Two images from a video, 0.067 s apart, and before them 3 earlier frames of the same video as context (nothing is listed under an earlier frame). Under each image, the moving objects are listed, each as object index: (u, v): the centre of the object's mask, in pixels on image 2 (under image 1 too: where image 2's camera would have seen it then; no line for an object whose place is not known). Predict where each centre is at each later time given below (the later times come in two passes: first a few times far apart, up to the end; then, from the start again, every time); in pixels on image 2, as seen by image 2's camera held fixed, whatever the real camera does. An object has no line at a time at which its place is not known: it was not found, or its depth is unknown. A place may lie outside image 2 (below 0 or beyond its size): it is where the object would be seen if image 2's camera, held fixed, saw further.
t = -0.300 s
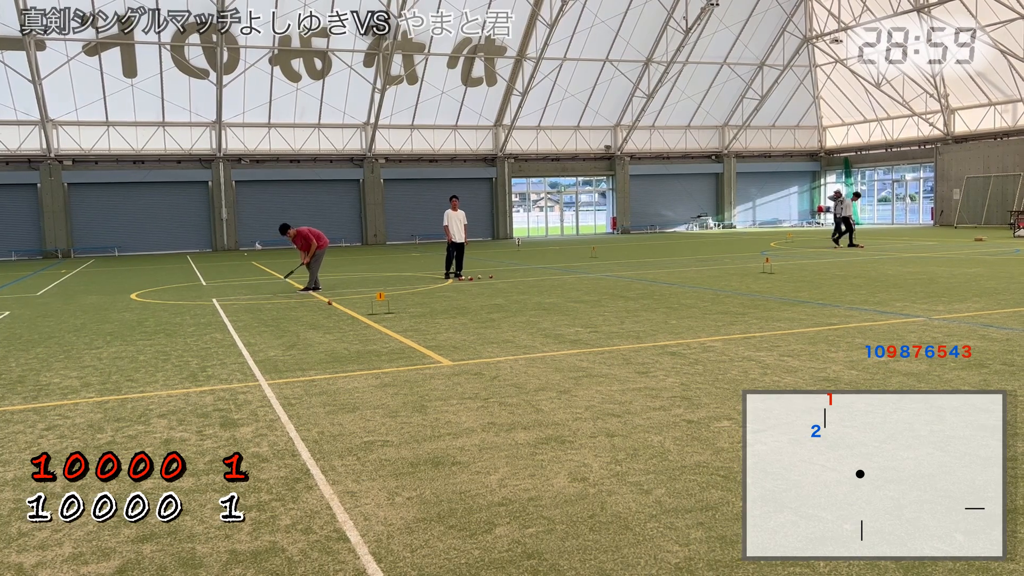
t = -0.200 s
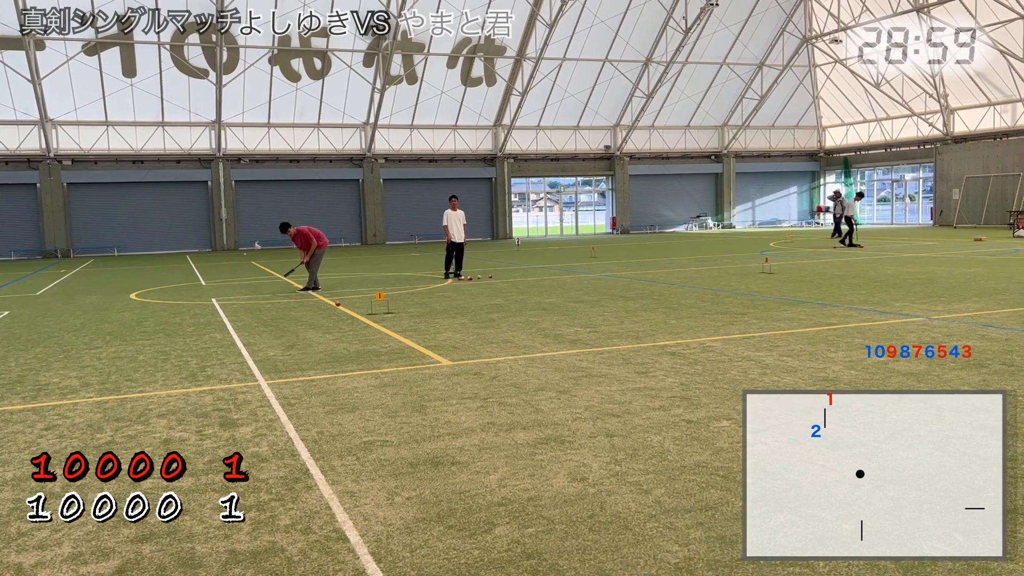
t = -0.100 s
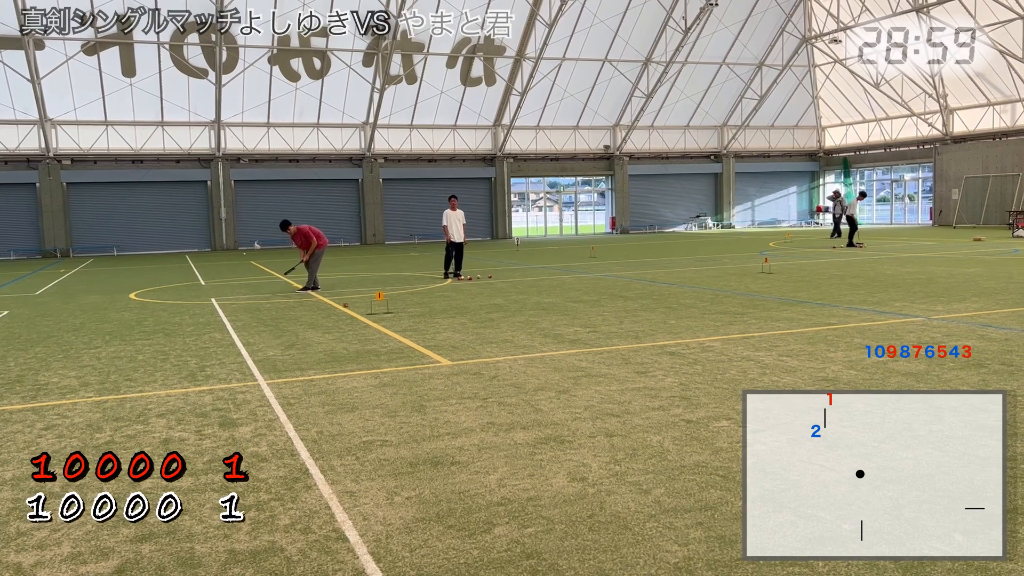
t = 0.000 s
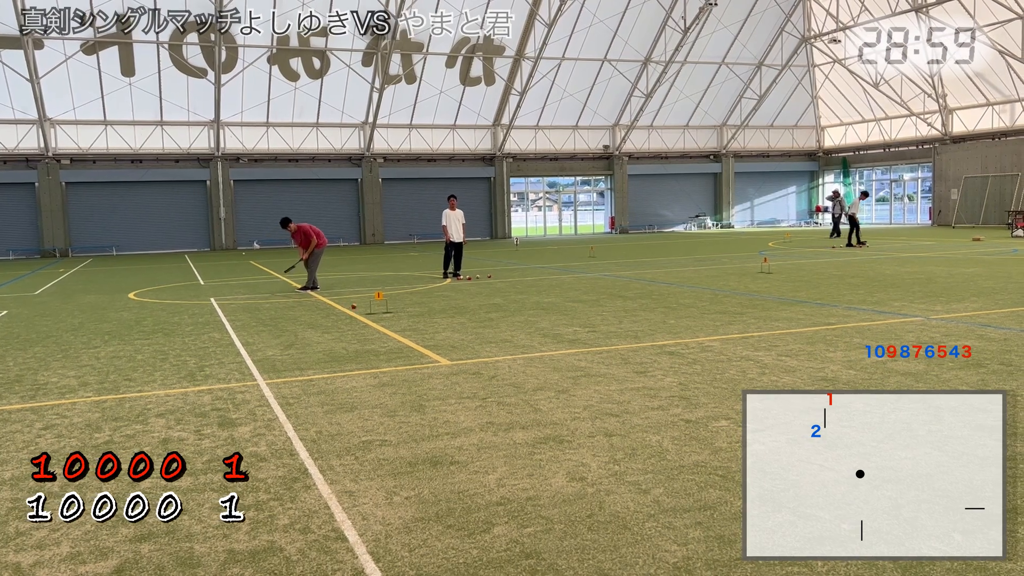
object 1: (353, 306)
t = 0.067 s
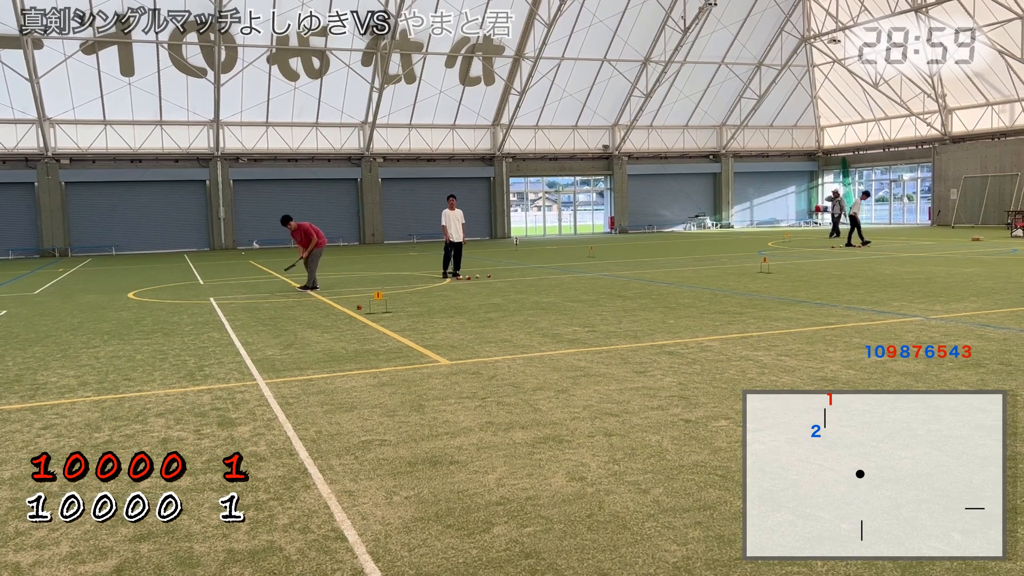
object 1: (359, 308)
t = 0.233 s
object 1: (374, 310)
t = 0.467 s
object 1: (396, 314)
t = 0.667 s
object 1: (416, 317)
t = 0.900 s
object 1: (441, 321)
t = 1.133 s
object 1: (467, 324)
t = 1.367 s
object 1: (494, 329)
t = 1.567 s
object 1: (516, 333)
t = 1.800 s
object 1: (543, 337)
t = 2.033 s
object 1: (572, 342)
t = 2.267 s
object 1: (601, 346)
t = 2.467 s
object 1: (627, 350)
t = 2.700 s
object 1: (657, 355)
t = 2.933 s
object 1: (688, 360)
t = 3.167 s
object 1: (718, 364)
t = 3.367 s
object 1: (743, 369)
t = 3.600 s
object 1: (773, 373)
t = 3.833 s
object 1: (802, 377)
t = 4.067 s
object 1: (829, 382)
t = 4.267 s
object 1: (852, 386)
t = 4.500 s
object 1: (876, 389)
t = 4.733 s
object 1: (898, 393)
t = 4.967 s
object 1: (917, 396)
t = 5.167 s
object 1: (932, 398)
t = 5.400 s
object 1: (947, 400)
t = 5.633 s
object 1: (957, 402)
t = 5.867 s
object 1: (964, 403)
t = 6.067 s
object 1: (966, 404)
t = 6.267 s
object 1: (966, 404)
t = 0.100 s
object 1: (362, 308)
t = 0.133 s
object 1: (365, 308)
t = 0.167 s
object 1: (368, 310)
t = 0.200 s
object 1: (371, 311)
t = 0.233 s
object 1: (374, 310)
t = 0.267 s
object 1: (378, 310)
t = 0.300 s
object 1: (381, 311)
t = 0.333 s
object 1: (384, 311)
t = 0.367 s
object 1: (387, 312)
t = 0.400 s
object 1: (389, 312)
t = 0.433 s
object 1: (392, 313)
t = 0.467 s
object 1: (396, 314)
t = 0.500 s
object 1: (400, 314)
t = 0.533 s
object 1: (403, 314)
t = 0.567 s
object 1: (406, 315)
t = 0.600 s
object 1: (409, 316)
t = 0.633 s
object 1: (413, 316)
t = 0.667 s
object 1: (416, 317)
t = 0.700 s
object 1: (420, 318)
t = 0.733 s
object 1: (423, 318)
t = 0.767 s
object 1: (427, 319)
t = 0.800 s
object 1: (431, 319)
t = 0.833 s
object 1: (434, 320)
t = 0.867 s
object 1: (438, 320)
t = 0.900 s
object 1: (441, 321)
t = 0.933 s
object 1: (445, 321)
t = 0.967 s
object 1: (448, 322)
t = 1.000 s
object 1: (452, 322)
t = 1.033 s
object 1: (456, 323)
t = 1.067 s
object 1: (459, 324)
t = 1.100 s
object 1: (463, 324)
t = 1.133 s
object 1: (467, 324)
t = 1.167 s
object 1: (470, 325)
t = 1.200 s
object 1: (474, 326)
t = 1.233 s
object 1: (478, 326)
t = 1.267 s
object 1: (482, 327)
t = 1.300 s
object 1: (486, 328)
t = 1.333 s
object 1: (490, 328)
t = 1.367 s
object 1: (494, 329)
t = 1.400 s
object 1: (497, 329)
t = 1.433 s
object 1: (501, 330)
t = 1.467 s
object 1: (505, 330)
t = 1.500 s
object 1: (509, 331)
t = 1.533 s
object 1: (513, 332)
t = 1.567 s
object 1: (516, 333)
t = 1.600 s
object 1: (520, 333)
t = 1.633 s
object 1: (524, 334)
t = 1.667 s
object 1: (528, 335)
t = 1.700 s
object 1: (532, 335)
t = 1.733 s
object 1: (536, 336)
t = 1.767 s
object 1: (540, 337)
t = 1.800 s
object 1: (543, 337)
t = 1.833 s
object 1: (548, 338)
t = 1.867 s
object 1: (551, 339)
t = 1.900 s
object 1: (556, 339)
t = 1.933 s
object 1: (559, 339)
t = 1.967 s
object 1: (564, 340)
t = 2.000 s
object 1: (567, 341)
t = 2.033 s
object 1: (572, 342)
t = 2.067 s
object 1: (576, 343)
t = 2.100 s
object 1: (580, 343)
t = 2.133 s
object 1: (584, 343)
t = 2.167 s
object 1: (588, 344)
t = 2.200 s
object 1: (593, 345)
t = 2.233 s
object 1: (597, 345)
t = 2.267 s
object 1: (601, 346)
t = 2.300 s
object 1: (606, 346)
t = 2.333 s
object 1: (610, 347)
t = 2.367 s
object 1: (614, 348)
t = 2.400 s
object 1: (619, 348)
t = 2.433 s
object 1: (622, 349)
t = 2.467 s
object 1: (627, 350)
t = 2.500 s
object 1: (631, 351)
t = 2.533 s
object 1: (636, 351)
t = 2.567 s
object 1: (640, 352)
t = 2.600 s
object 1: (645, 353)
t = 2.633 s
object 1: (649, 354)
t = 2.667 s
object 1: (653, 354)
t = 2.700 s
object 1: (657, 355)
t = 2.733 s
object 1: (662, 356)
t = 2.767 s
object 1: (666, 356)
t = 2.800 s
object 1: (670, 357)
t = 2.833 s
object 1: (675, 358)
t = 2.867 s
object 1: (679, 358)
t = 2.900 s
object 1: (684, 359)
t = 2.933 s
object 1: (688, 360)
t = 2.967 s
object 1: (692, 361)
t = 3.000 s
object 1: (696, 361)
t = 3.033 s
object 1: (701, 362)
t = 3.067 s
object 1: (705, 362)
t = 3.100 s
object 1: (709, 363)
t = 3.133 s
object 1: (714, 363)
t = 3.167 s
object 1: (718, 364)
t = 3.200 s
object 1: (722, 365)
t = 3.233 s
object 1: (727, 366)
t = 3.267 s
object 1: (731, 366)
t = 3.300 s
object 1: (735, 367)
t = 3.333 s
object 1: (739, 367)
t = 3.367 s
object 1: (743, 369)
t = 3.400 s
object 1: (748, 369)
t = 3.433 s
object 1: (752, 370)
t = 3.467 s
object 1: (756, 371)
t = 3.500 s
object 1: (760, 371)
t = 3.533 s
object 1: (764, 372)
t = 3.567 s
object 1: (768, 372)
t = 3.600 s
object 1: (773, 373)
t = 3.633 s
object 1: (777, 374)
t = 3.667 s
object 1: (781, 375)
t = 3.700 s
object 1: (785, 375)
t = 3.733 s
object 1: (789, 375)
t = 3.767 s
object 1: (793, 376)
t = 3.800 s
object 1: (797, 377)
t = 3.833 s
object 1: (802, 377)
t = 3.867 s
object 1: (805, 378)
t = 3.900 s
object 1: (809, 379)
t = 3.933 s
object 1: (814, 379)
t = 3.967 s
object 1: (818, 380)
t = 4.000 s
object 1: (821, 380)
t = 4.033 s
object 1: (825, 381)
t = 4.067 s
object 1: (829, 382)
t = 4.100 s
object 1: (833, 383)
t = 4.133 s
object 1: (837, 383)
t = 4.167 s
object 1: (841, 384)
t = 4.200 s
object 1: (844, 384)
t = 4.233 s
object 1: (848, 385)
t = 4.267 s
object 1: (852, 386)
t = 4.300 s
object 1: (855, 386)
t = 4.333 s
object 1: (859, 387)
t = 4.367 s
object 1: (863, 387)
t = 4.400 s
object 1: (867, 388)
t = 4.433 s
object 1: (870, 388)
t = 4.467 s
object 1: (873, 389)
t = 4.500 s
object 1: (876, 389)
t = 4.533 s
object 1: (879, 390)
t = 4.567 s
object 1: (883, 390)
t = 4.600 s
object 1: (886, 391)
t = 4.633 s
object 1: (889, 391)
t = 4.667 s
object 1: (892, 392)
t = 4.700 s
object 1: (895, 393)
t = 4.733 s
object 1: (898, 393)
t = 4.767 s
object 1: (901, 394)
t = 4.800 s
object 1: (904, 394)
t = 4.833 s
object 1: (907, 394)
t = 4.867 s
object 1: (909, 395)
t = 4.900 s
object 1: (912, 396)
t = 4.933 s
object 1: (914, 396)
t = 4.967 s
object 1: (917, 396)
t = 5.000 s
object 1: (920, 396)
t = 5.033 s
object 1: (922, 397)
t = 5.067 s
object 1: (925, 397)
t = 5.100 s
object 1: (927, 398)
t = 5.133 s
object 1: (929, 398)
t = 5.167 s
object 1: (932, 398)
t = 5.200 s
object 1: (934, 399)
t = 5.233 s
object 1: (936, 399)
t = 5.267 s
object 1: (939, 399)
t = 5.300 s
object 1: (941, 400)
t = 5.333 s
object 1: (943, 400)
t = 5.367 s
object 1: (945, 400)
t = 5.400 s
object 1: (947, 400)
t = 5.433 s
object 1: (948, 401)
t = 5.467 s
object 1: (950, 401)
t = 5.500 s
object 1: (952, 401)
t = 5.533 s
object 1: (953, 401)
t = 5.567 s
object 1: (955, 402)
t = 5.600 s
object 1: (956, 402)
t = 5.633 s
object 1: (957, 402)
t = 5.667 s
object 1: (959, 402)
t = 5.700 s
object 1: (960, 403)
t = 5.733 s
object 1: (961, 403)
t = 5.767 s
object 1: (962, 403)
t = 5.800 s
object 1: (963, 403)
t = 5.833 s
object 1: (964, 403)
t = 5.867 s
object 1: (964, 403)
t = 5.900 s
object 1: (965, 404)
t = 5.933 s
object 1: (965, 403)
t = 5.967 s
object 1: (965, 404)
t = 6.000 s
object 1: (966, 404)
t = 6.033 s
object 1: (966, 404)
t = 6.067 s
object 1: (966, 404)
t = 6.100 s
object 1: (966, 404)
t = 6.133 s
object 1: (966, 404)
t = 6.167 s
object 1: (966, 404)
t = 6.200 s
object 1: (966, 404)
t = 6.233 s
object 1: (966, 404)
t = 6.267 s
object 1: (966, 404)
